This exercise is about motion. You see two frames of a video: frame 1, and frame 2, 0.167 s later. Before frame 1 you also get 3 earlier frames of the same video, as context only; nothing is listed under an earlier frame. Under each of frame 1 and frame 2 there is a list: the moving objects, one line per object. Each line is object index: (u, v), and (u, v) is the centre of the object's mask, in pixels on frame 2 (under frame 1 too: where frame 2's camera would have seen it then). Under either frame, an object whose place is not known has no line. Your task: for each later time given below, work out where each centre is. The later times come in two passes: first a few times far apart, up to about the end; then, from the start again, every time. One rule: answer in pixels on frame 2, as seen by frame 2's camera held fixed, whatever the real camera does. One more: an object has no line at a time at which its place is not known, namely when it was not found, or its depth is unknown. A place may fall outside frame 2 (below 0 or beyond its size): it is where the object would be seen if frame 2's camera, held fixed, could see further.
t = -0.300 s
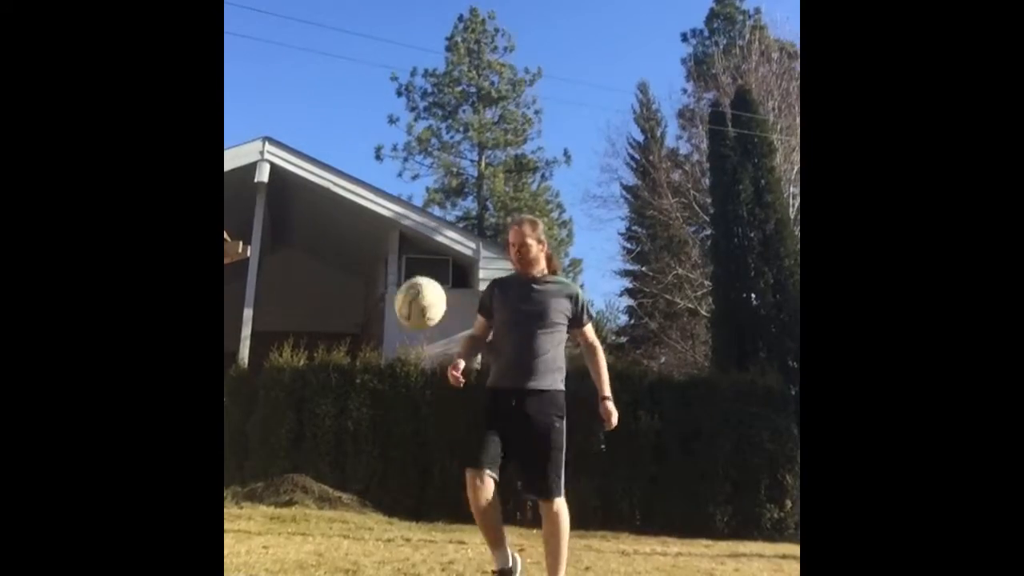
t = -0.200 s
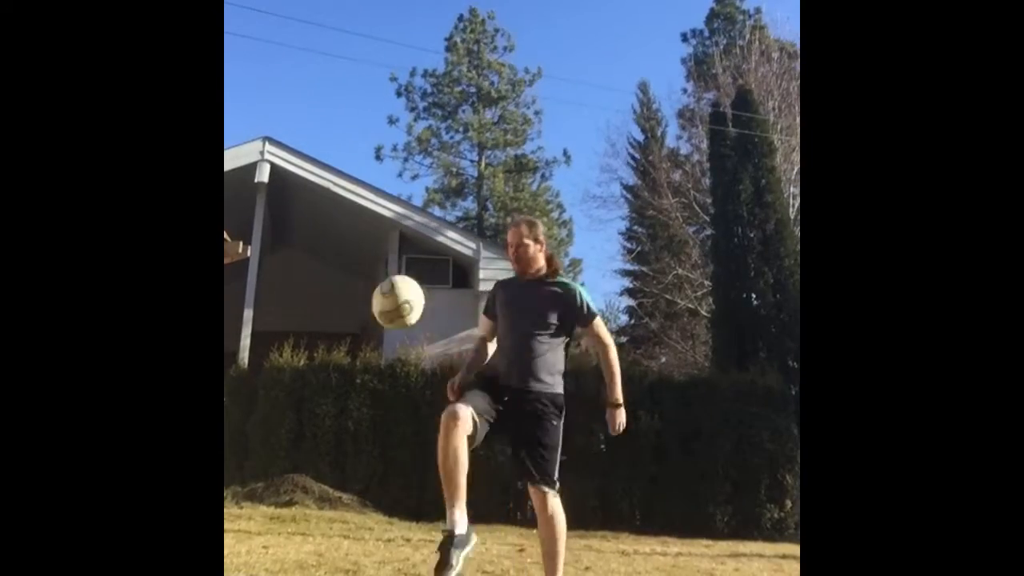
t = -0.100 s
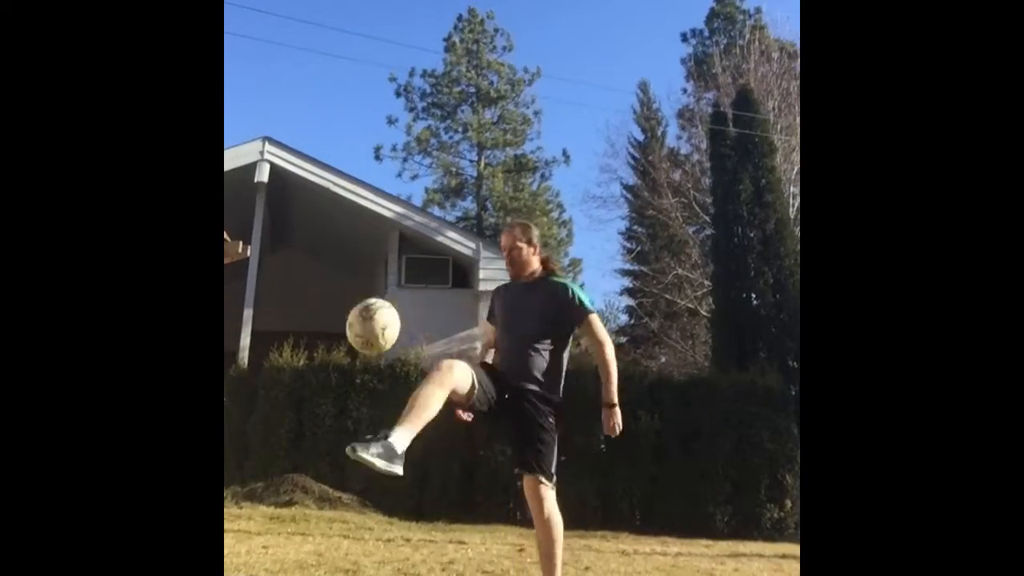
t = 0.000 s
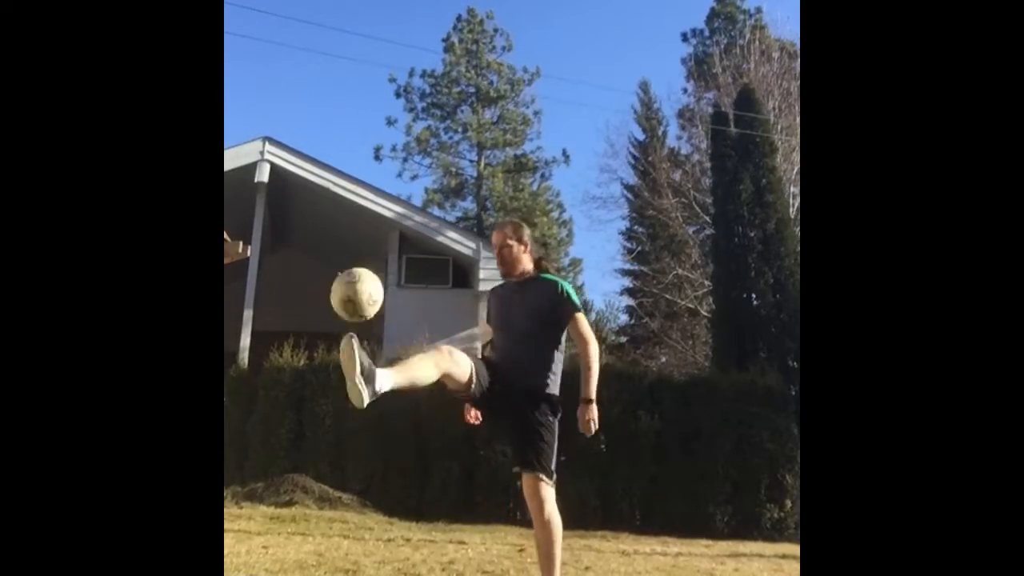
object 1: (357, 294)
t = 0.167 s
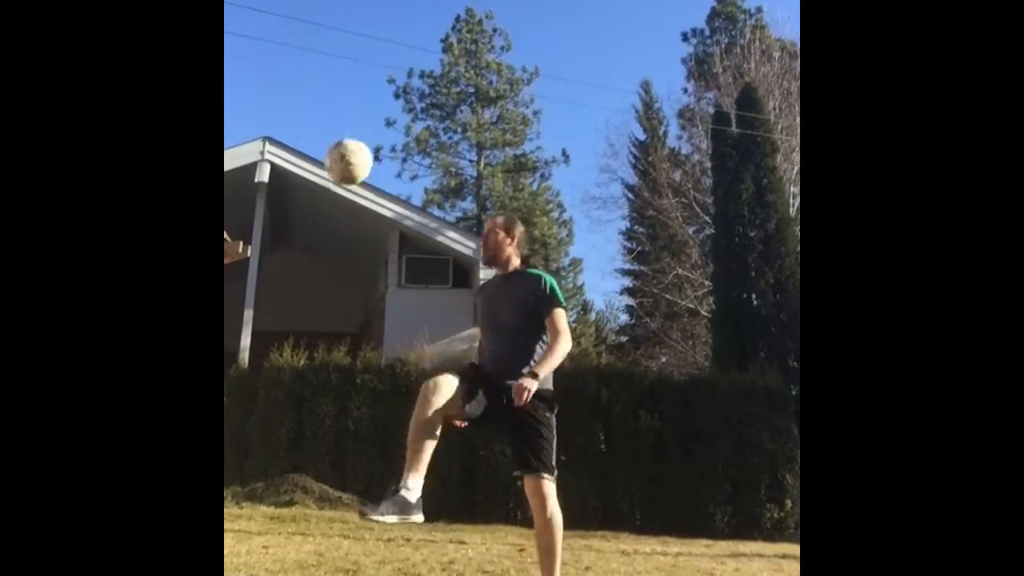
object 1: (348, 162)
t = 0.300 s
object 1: (339, 111)
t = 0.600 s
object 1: (307, 125)
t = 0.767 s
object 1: (283, 200)
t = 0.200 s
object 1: (347, 145)
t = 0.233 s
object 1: (344, 131)
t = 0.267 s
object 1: (342, 120)
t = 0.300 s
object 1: (339, 111)
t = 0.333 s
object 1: (336, 105)
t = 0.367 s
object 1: (333, 101)
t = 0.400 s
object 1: (329, 99)
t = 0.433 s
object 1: (326, 99)
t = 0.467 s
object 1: (323, 101)
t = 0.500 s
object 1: (319, 104)
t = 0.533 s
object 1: (315, 110)
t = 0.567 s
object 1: (311, 117)
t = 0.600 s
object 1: (307, 125)
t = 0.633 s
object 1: (303, 136)
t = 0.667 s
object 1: (298, 149)
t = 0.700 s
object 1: (293, 164)
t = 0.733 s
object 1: (288, 182)
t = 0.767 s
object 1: (283, 200)
